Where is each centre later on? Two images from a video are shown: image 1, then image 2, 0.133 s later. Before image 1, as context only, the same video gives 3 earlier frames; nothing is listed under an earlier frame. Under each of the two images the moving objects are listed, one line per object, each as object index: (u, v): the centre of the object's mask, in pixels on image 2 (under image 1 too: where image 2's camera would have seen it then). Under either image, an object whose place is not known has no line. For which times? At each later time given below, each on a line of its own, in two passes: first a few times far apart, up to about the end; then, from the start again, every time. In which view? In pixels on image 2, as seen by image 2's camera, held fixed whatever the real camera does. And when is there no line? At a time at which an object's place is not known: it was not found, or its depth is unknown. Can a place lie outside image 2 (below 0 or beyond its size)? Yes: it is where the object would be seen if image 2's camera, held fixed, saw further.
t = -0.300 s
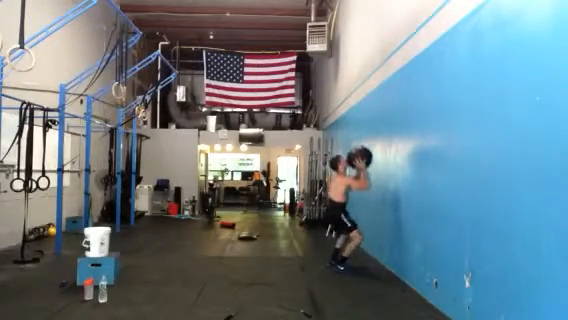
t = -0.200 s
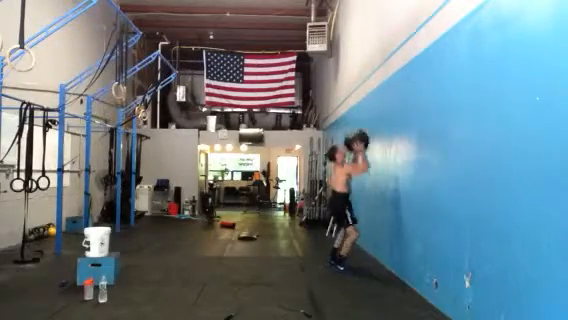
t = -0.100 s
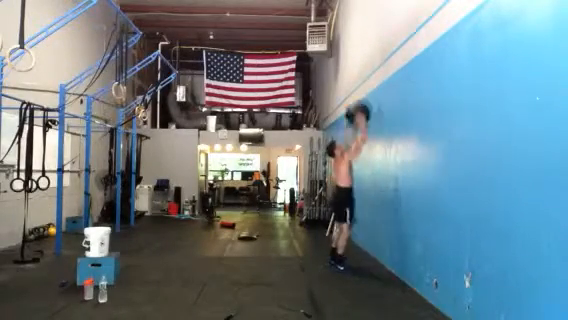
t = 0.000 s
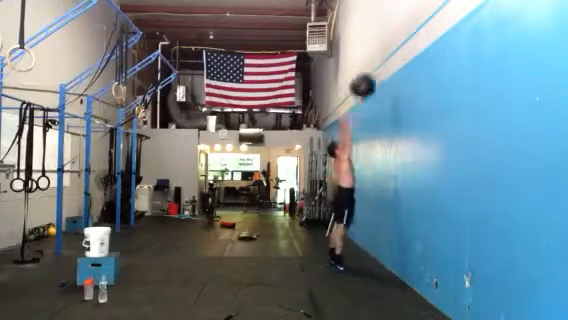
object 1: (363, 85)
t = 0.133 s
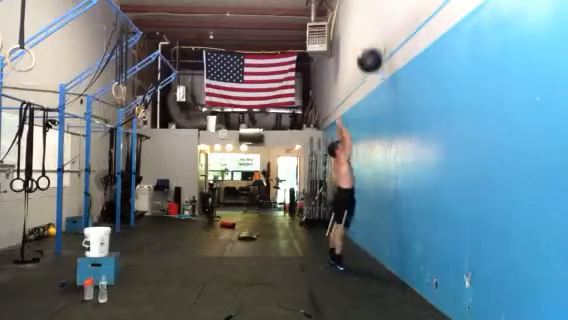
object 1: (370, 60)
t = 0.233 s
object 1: (375, 49)
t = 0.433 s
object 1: (376, 48)
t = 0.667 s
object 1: (369, 78)
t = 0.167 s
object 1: (371, 56)
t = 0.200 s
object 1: (373, 52)
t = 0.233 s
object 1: (375, 49)
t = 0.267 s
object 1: (377, 47)
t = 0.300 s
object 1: (378, 46)
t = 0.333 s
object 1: (378, 46)
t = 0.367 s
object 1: (378, 46)
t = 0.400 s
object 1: (377, 46)
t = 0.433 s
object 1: (376, 48)
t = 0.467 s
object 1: (375, 50)
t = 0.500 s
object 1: (374, 53)
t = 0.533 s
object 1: (373, 56)
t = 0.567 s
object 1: (372, 61)
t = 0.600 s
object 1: (370, 66)
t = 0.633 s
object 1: (369, 72)
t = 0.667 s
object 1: (369, 78)
